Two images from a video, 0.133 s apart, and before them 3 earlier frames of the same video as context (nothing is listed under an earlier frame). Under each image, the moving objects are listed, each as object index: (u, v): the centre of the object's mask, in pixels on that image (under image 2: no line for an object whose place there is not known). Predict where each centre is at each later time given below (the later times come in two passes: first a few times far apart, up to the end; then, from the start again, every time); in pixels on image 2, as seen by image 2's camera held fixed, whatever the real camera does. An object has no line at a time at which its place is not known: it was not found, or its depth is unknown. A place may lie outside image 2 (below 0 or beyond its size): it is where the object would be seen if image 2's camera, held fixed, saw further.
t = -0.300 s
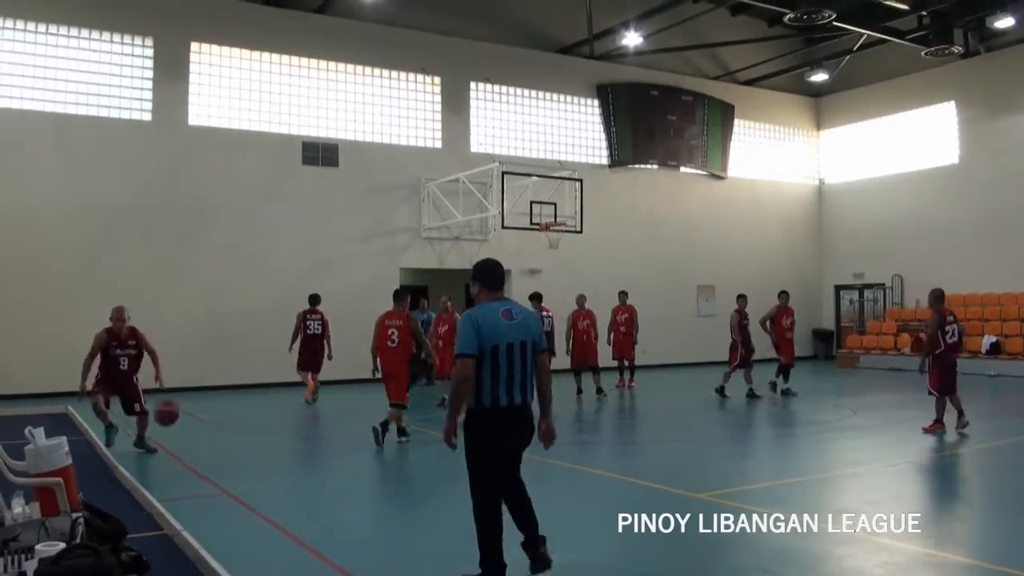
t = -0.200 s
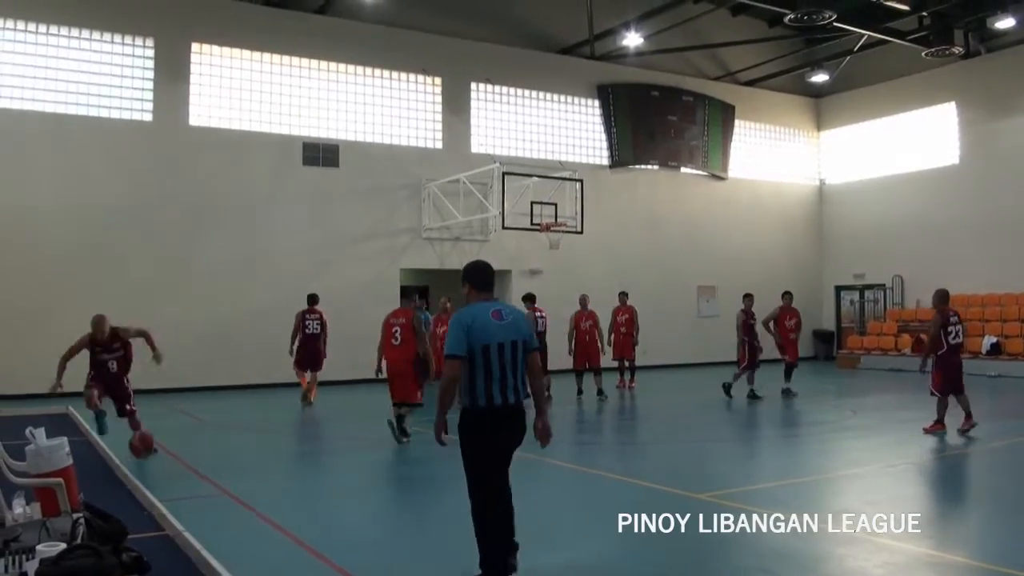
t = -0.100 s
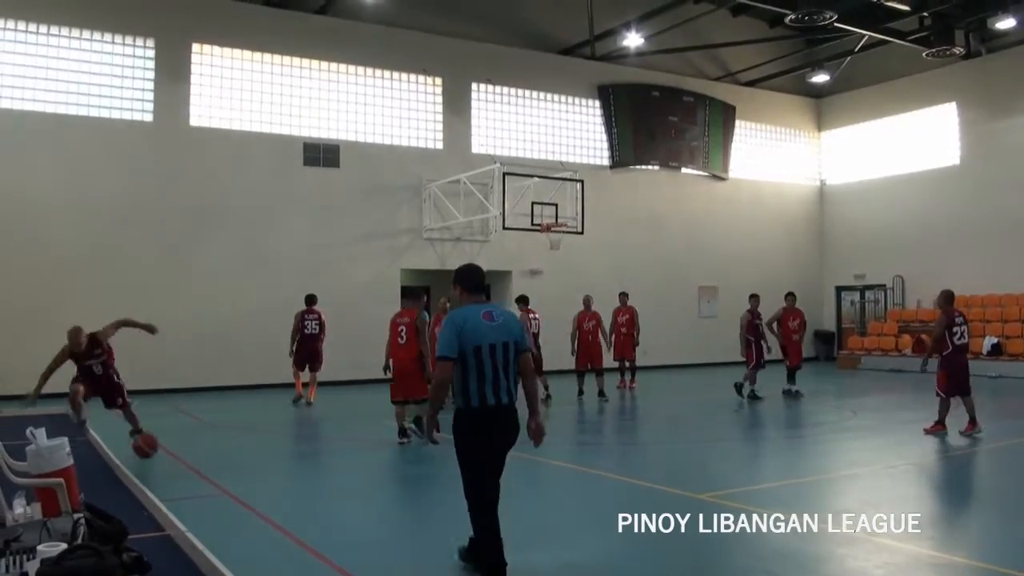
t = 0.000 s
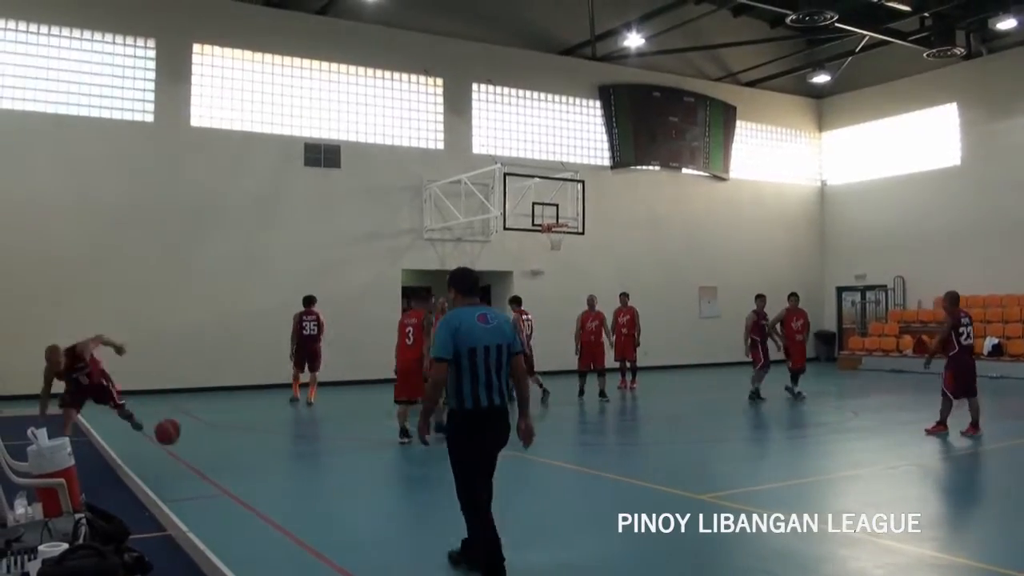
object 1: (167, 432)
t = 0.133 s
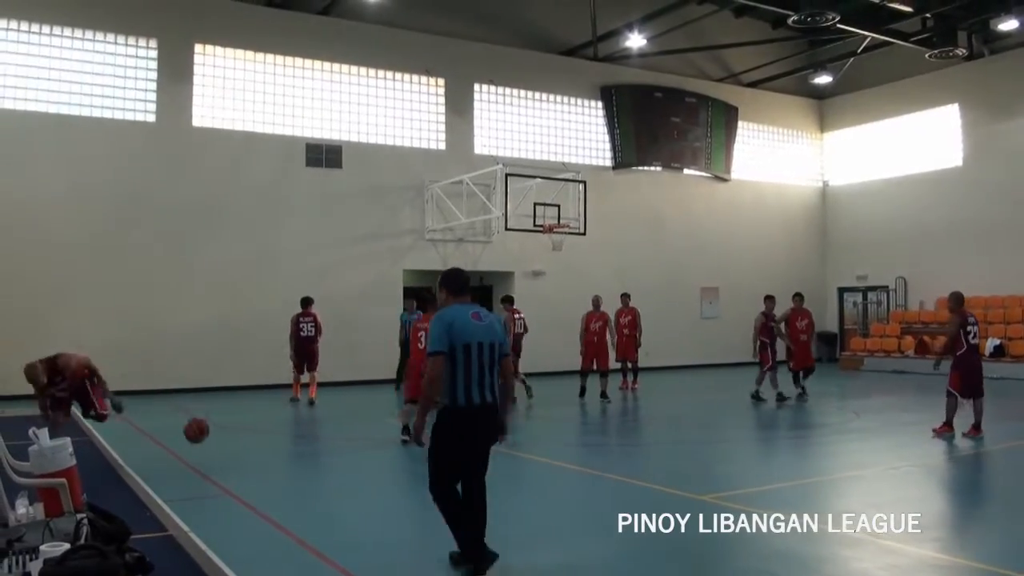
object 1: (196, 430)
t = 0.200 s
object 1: (210, 436)
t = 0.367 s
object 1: (239, 442)
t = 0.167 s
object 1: (203, 433)
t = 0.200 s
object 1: (210, 436)
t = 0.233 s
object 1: (217, 441)
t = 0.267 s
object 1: (224, 447)
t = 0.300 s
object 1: (230, 453)
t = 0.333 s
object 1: (234, 448)
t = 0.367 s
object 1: (239, 442)
